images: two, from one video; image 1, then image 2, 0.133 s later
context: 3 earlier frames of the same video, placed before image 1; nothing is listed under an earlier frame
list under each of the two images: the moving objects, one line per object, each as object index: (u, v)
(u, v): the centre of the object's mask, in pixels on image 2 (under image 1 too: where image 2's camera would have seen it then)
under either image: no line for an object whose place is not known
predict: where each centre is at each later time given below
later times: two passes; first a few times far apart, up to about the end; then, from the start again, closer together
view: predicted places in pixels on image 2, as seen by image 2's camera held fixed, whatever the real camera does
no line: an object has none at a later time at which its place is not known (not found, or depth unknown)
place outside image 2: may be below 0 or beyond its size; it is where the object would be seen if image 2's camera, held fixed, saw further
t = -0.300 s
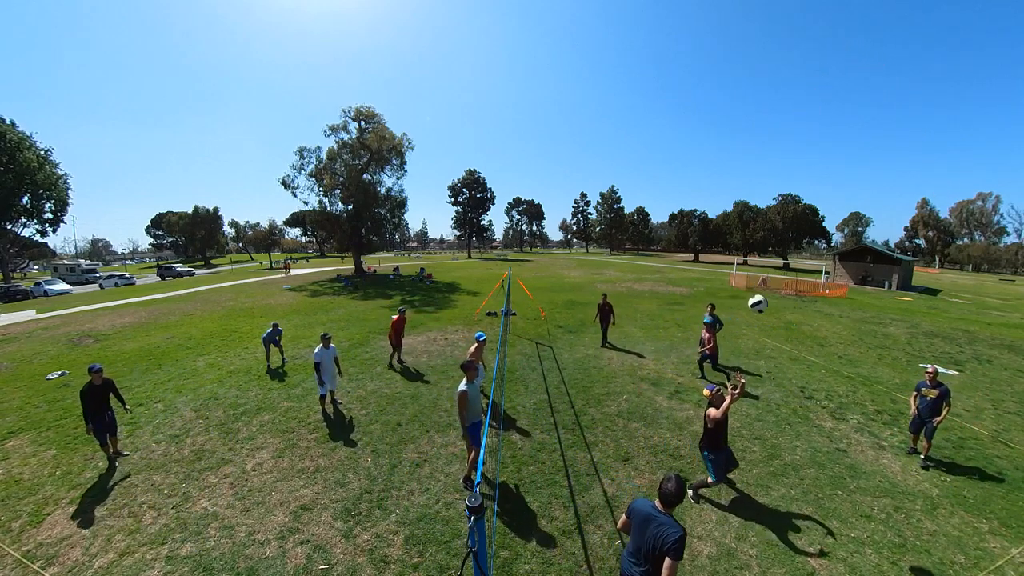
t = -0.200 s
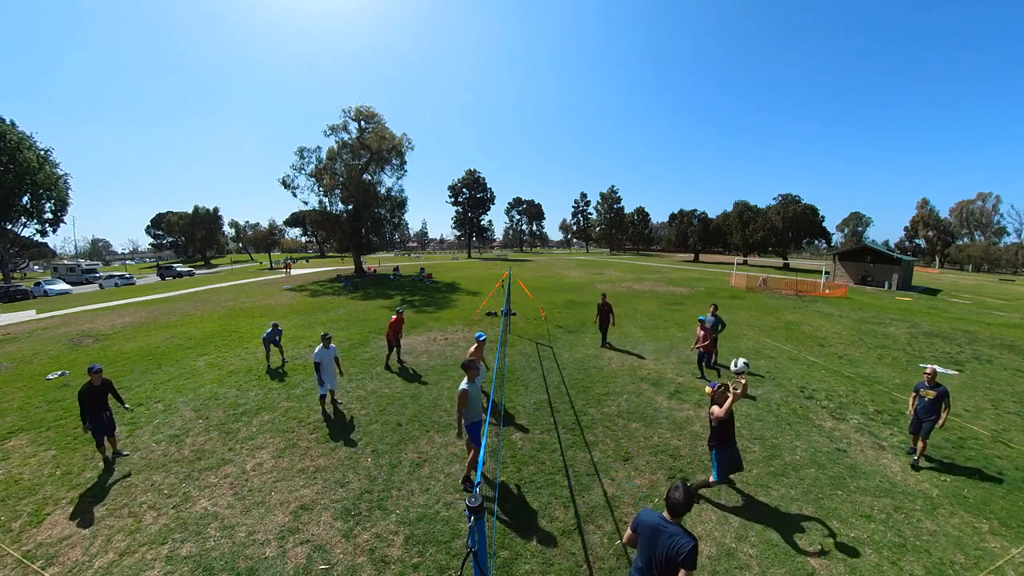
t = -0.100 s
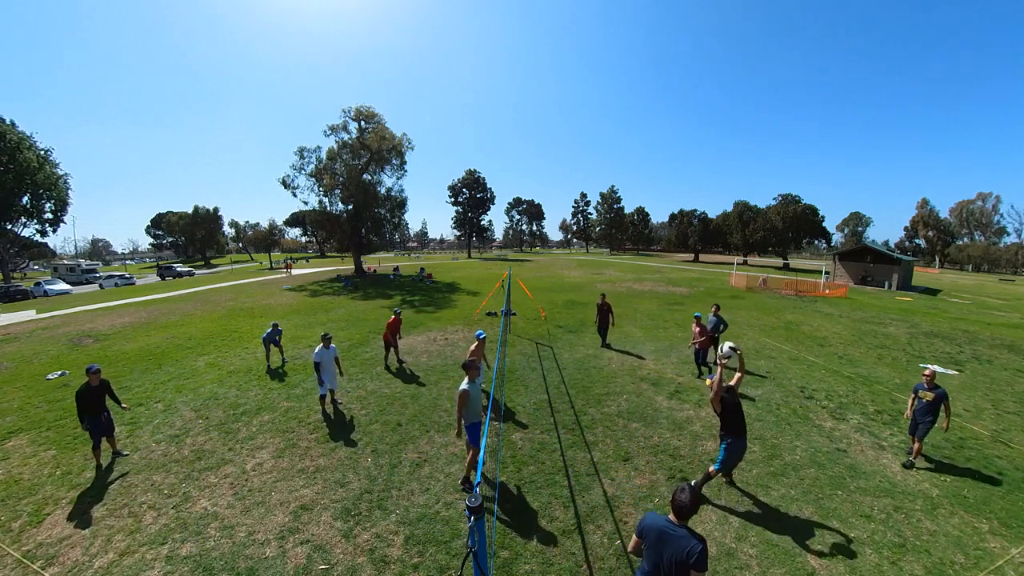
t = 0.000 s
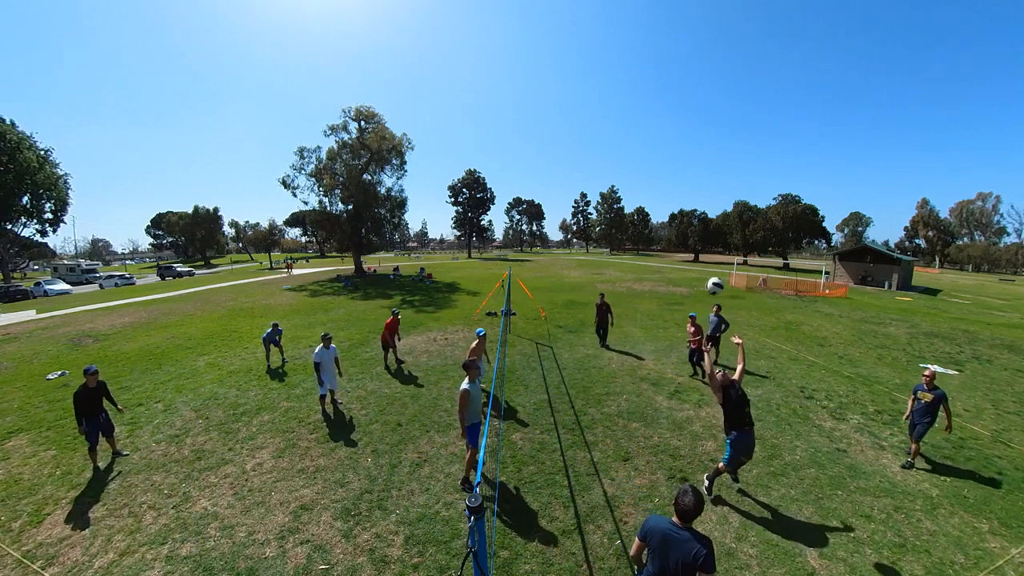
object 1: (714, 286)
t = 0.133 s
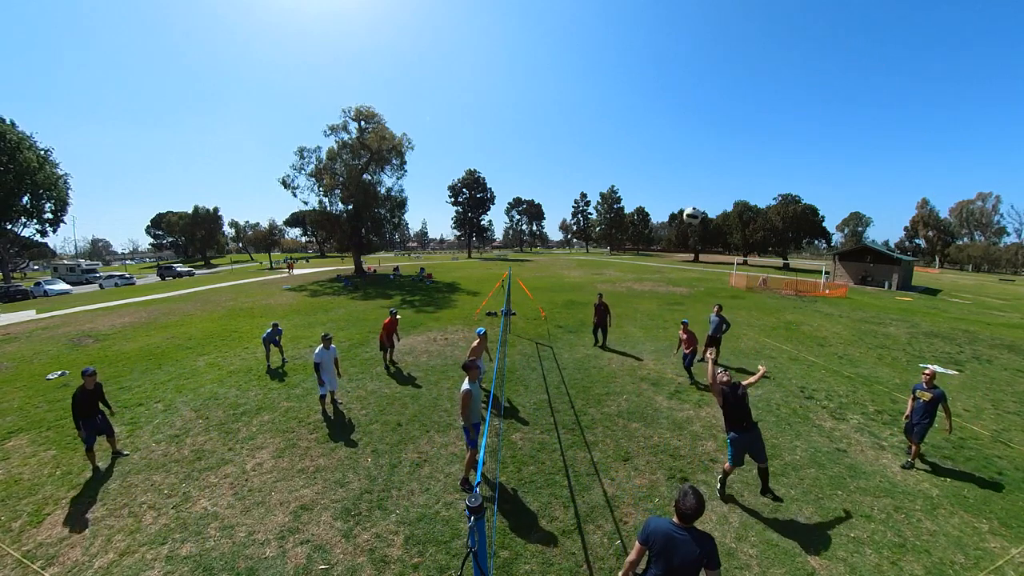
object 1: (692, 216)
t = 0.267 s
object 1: (669, 165)
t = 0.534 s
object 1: (625, 115)
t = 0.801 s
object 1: (589, 120)
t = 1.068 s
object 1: (558, 169)
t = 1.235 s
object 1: (541, 219)
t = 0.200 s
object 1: (680, 188)
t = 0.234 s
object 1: (674, 176)
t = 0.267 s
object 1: (669, 165)
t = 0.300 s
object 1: (663, 155)
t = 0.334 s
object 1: (657, 146)
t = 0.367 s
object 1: (652, 139)
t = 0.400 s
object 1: (646, 132)
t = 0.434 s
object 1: (641, 126)
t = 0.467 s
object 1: (635, 122)
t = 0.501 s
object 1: (630, 118)
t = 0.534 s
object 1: (625, 115)
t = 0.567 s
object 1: (620, 113)
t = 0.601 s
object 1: (616, 112)
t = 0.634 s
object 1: (611, 111)
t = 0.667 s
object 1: (606, 111)
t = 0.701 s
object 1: (602, 112)
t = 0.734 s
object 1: (597, 114)
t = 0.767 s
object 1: (593, 117)
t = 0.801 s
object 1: (589, 120)
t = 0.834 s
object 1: (584, 124)
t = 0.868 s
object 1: (581, 128)
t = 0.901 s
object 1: (577, 133)
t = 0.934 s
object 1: (573, 139)
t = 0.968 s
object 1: (569, 145)
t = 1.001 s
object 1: (565, 153)
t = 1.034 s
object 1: (561, 160)
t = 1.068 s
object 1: (558, 169)
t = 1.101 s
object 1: (554, 178)
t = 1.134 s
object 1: (551, 187)
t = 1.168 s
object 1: (548, 197)
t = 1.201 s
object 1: (544, 208)
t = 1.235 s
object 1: (541, 219)
